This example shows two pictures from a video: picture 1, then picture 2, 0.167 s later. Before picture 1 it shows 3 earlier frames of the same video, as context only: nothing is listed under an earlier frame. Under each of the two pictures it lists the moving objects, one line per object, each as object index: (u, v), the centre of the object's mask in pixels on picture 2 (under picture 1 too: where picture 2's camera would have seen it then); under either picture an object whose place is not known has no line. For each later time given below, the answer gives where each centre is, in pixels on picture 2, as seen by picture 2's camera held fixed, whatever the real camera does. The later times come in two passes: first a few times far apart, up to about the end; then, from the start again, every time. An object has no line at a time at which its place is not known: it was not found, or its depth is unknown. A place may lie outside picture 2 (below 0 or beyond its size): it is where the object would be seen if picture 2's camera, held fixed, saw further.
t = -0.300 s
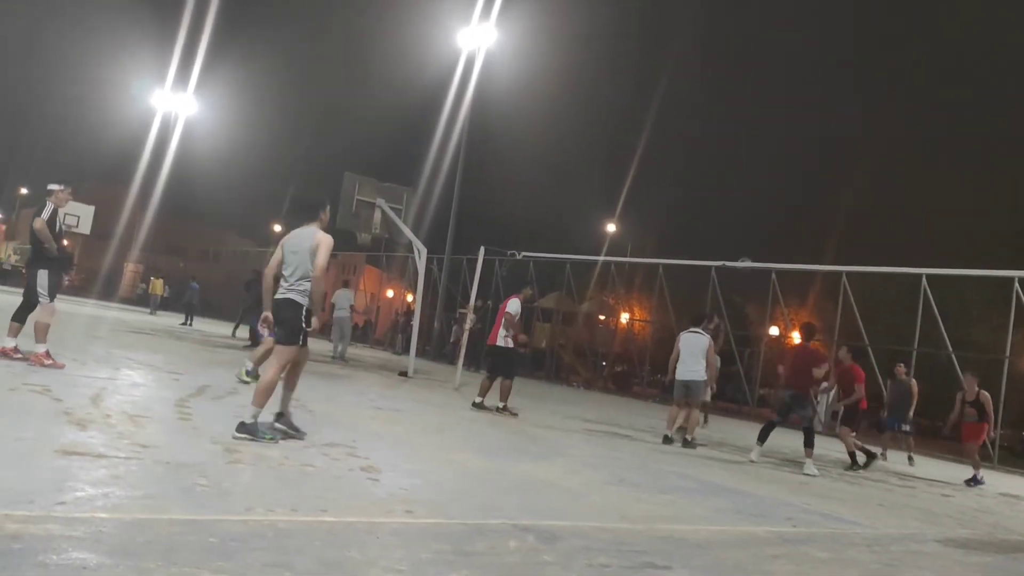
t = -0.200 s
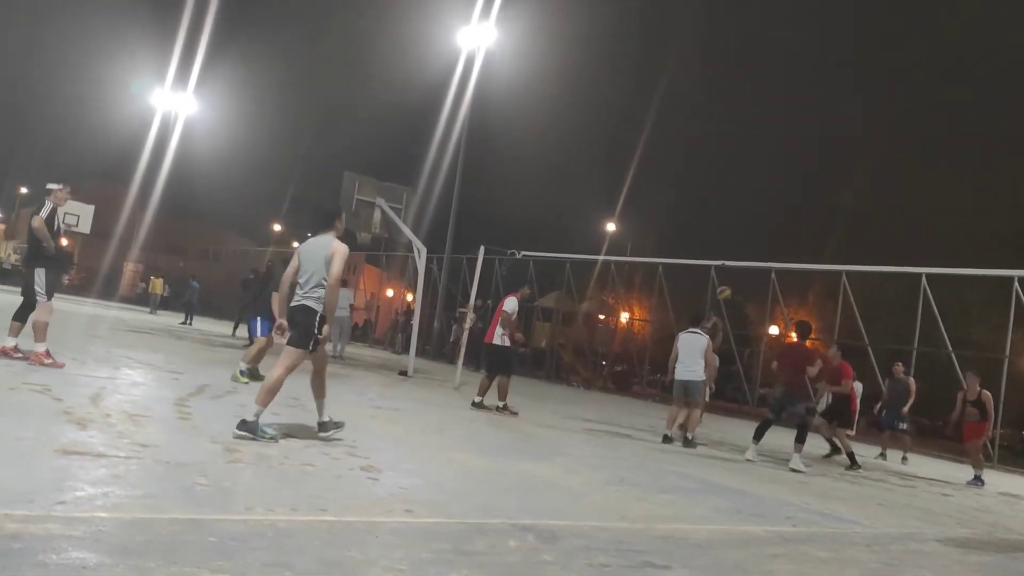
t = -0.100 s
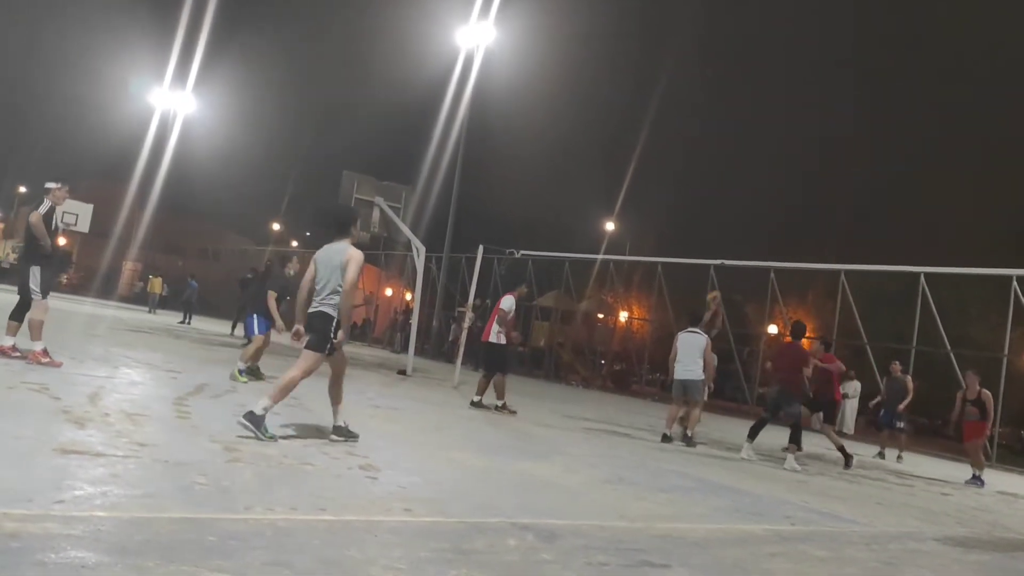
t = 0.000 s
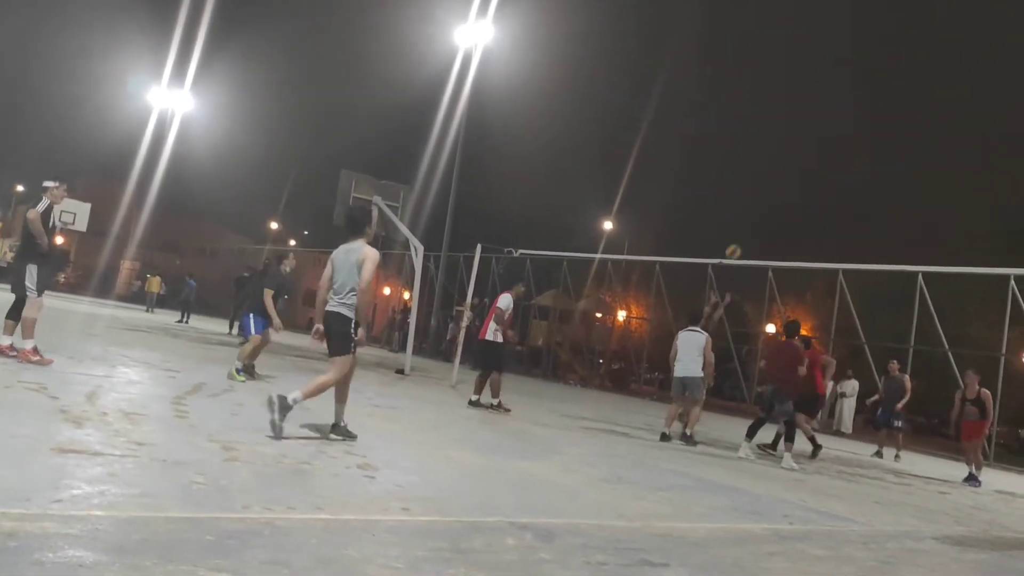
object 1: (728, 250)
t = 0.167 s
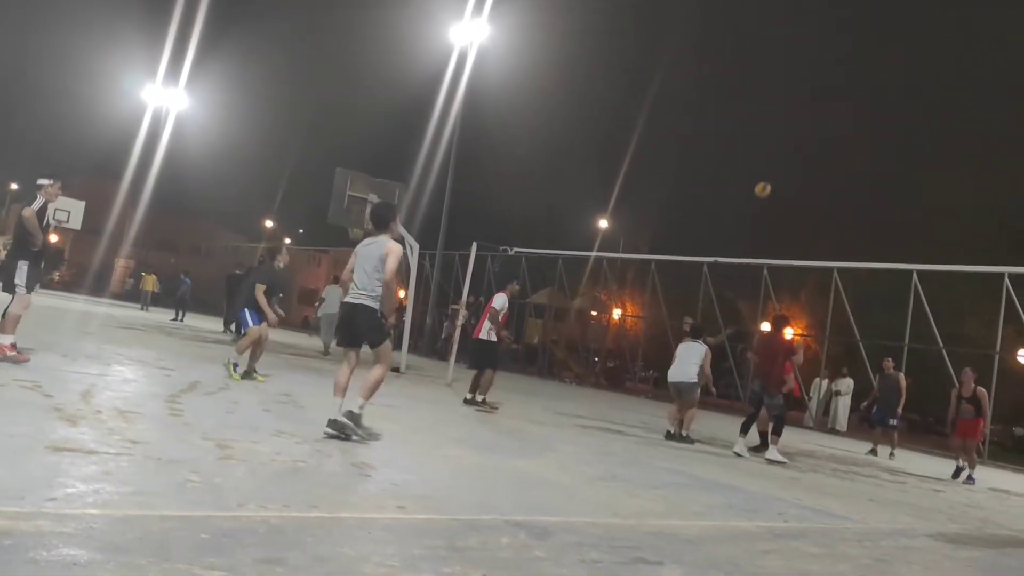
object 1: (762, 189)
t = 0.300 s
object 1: (789, 153)
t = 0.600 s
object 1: (845, 114)
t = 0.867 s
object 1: (896, 144)
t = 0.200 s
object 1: (769, 179)
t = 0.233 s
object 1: (775, 169)
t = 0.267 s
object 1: (782, 161)
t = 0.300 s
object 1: (789, 153)
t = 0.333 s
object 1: (795, 145)
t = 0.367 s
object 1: (802, 139)
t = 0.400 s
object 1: (808, 133)
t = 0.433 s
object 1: (814, 127)
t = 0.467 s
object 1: (821, 123)
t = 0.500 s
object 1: (827, 120)
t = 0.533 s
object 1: (833, 117)
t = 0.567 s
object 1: (839, 115)
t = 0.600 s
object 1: (845, 114)
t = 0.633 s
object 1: (851, 114)
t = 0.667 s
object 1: (857, 115)
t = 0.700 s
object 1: (863, 116)
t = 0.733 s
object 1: (868, 118)
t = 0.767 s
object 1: (874, 122)
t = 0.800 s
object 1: (880, 126)
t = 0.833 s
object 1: (885, 131)
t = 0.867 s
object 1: (896, 144)
